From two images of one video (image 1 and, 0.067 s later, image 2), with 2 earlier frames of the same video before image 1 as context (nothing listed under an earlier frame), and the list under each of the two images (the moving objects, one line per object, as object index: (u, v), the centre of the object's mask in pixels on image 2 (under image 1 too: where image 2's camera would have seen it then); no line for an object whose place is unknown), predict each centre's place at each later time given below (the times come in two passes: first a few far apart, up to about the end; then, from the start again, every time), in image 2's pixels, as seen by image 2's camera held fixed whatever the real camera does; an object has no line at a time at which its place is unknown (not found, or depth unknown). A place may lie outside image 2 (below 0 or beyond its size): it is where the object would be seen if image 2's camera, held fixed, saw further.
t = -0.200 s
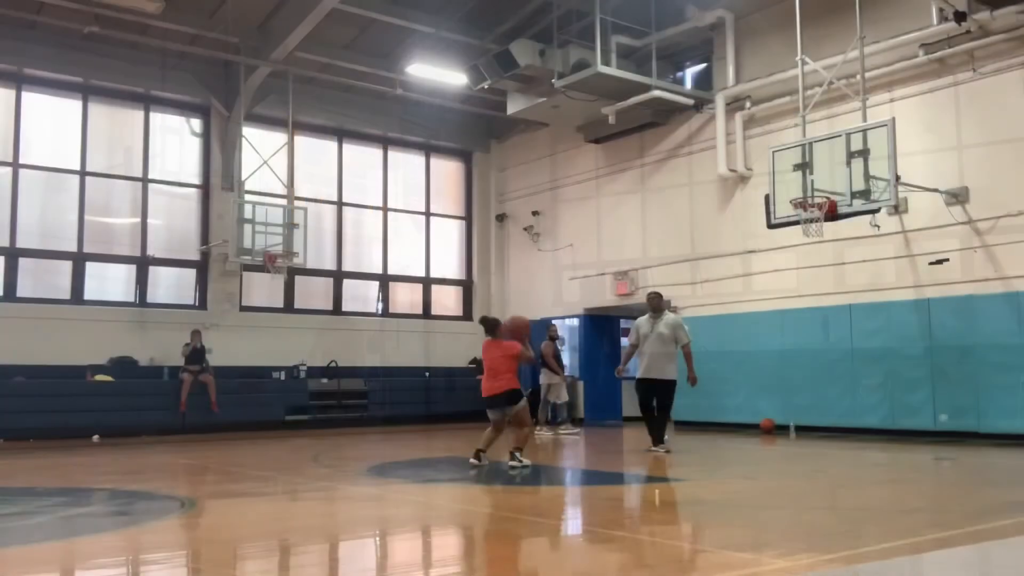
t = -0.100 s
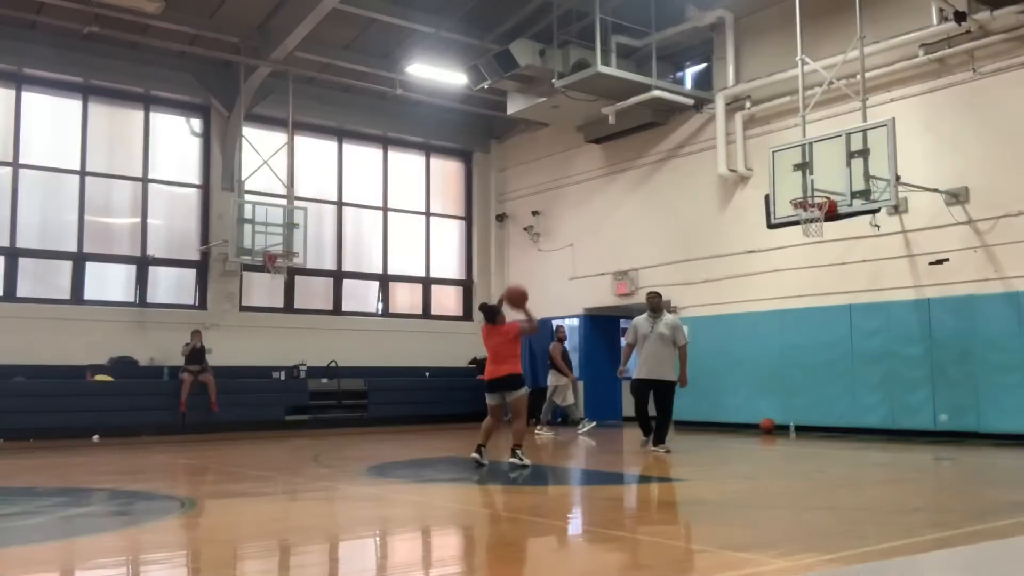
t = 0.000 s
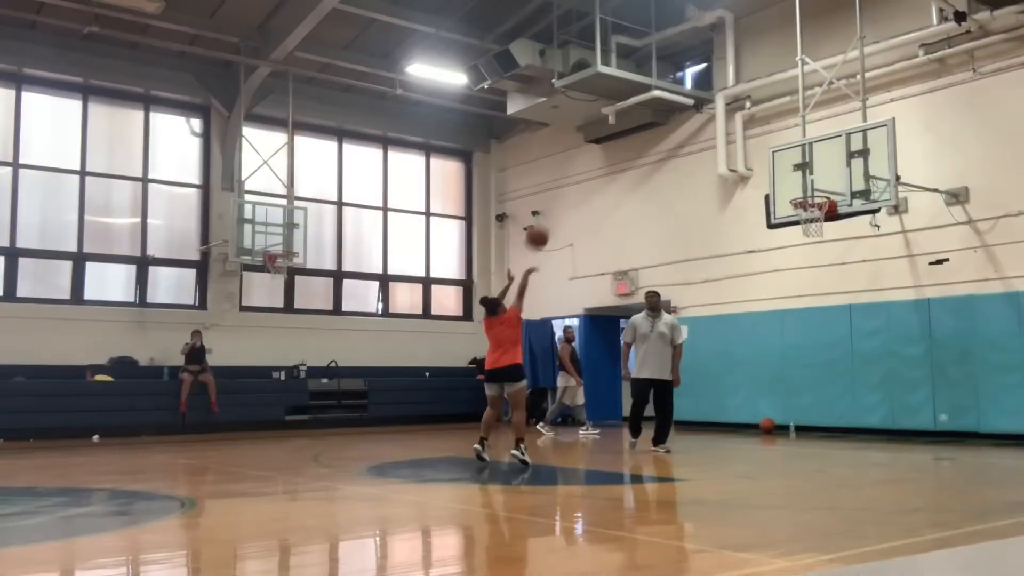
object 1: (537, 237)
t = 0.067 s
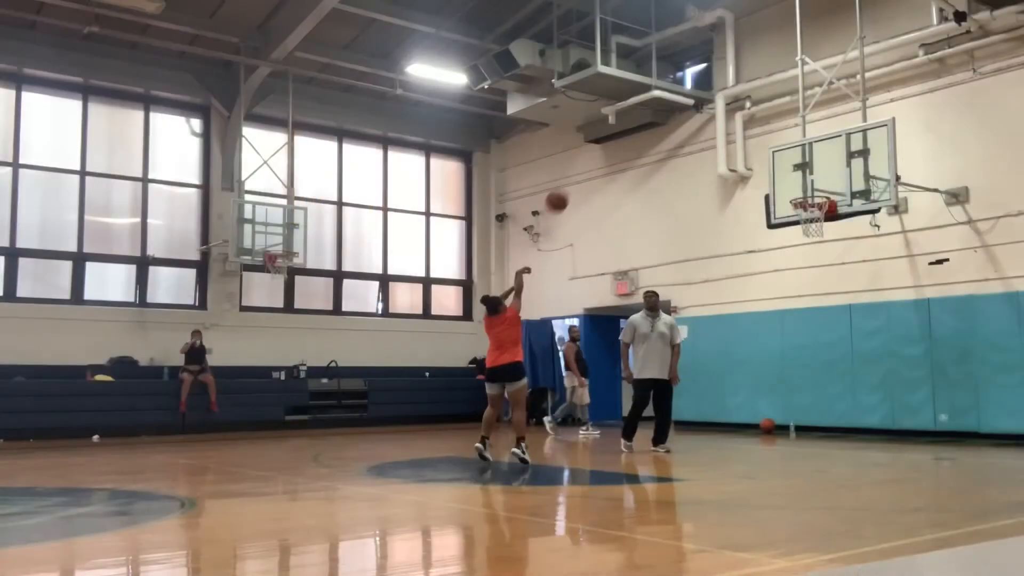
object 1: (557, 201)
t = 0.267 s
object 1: (613, 123)
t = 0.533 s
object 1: (679, 80)
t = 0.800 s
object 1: (743, 99)
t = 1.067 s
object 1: (799, 167)
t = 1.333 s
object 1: (797, 244)
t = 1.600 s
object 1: (773, 337)
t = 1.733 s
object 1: (762, 405)
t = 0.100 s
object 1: (566, 184)
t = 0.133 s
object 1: (576, 170)
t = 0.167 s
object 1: (585, 155)
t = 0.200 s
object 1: (595, 143)
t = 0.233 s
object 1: (603, 132)
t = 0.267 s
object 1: (613, 123)
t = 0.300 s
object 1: (620, 115)
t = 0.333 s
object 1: (630, 106)
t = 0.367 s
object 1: (638, 99)
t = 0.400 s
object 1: (647, 93)
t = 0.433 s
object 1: (655, 89)
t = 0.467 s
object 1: (664, 84)
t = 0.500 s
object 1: (672, 82)
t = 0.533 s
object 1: (679, 80)
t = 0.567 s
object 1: (688, 80)
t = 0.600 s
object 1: (698, 80)
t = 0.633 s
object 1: (704, 79)
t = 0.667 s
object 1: (711, 81)
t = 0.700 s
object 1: (719, 84)
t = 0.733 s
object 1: (726, 88)
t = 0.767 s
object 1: (734, 93)
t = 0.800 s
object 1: (743, 99)
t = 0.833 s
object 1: (749, 103)
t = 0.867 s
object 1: (756, 110)
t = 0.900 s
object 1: (764, 118)
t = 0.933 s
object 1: (770, 125)
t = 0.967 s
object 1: (778, 136)
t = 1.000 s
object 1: (785, 145)
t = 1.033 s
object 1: (792, 156)
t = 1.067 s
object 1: (799, 167)
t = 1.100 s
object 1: (806, 179)
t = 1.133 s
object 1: (814, 191)
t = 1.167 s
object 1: (816, 206)
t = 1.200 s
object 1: (811, 213)
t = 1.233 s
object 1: (807, 224)
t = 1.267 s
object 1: (803, 230)
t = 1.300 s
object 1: (800, 237)
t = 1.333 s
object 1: (797, 244)
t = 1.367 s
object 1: (793, 253)
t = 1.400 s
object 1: (791, 262)
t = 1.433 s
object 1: (788, 272)
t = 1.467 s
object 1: (785, 283)
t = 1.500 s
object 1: (782, 295)
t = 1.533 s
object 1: (779, 308)
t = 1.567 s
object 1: (776, 323)
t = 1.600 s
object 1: (773, 337)
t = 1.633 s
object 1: (771, 352)
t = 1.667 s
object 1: (768, 369)
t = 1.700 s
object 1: (765, 386)
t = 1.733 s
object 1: (762, 405)
